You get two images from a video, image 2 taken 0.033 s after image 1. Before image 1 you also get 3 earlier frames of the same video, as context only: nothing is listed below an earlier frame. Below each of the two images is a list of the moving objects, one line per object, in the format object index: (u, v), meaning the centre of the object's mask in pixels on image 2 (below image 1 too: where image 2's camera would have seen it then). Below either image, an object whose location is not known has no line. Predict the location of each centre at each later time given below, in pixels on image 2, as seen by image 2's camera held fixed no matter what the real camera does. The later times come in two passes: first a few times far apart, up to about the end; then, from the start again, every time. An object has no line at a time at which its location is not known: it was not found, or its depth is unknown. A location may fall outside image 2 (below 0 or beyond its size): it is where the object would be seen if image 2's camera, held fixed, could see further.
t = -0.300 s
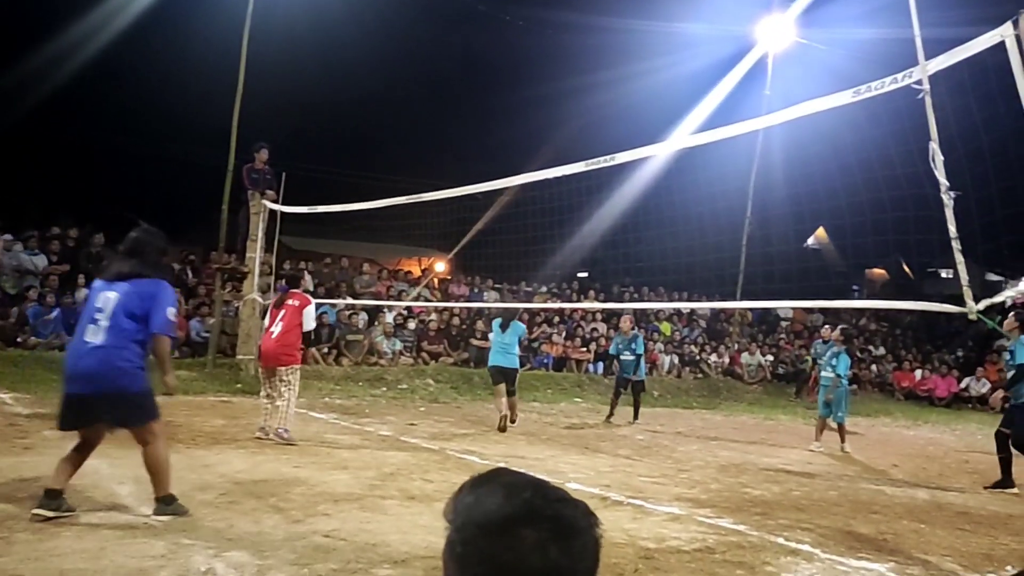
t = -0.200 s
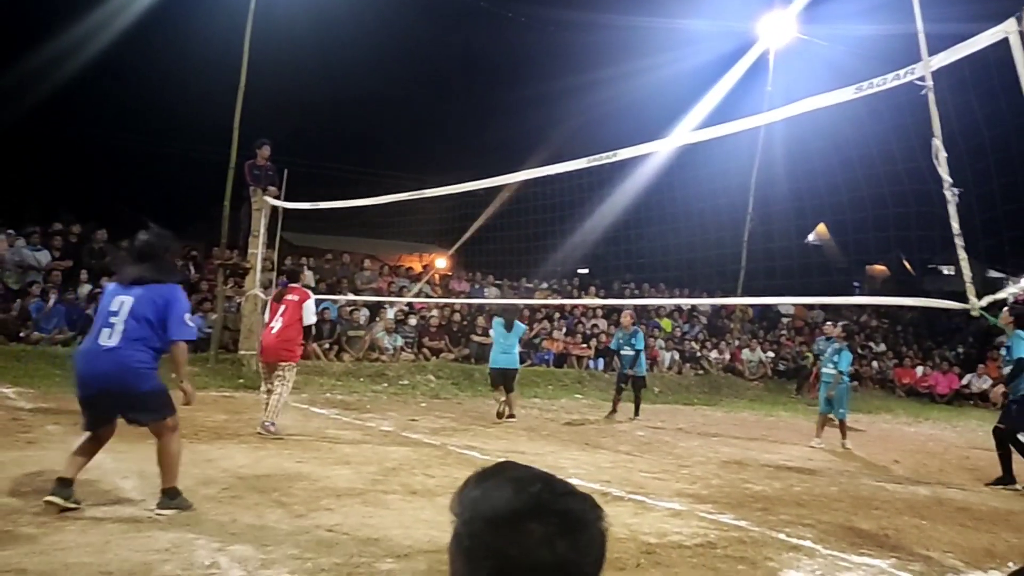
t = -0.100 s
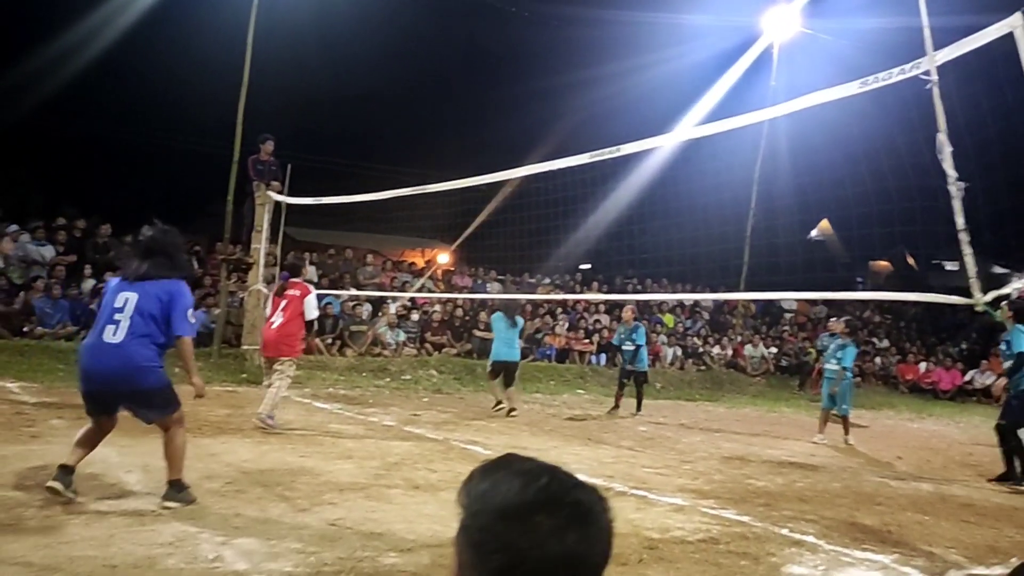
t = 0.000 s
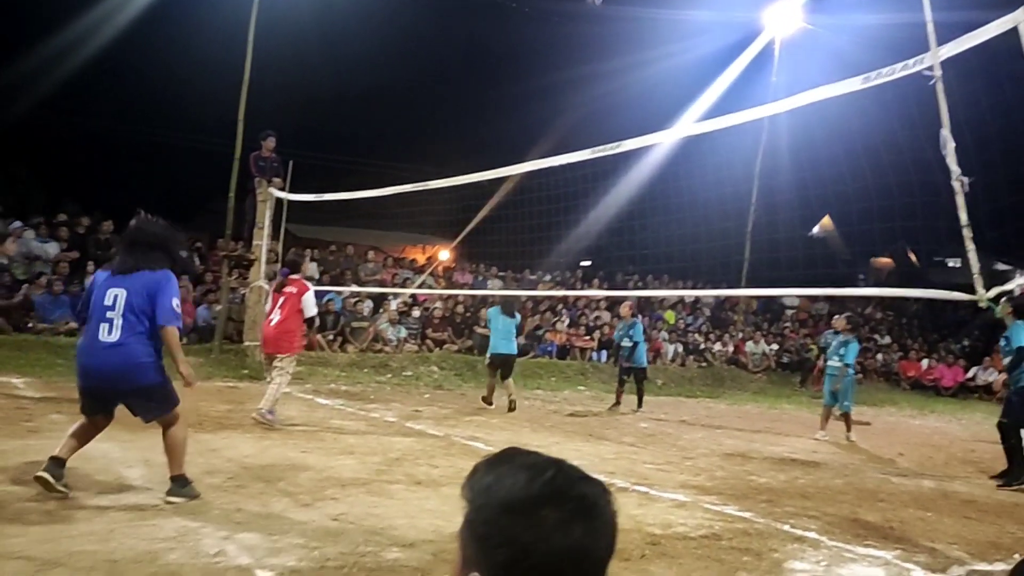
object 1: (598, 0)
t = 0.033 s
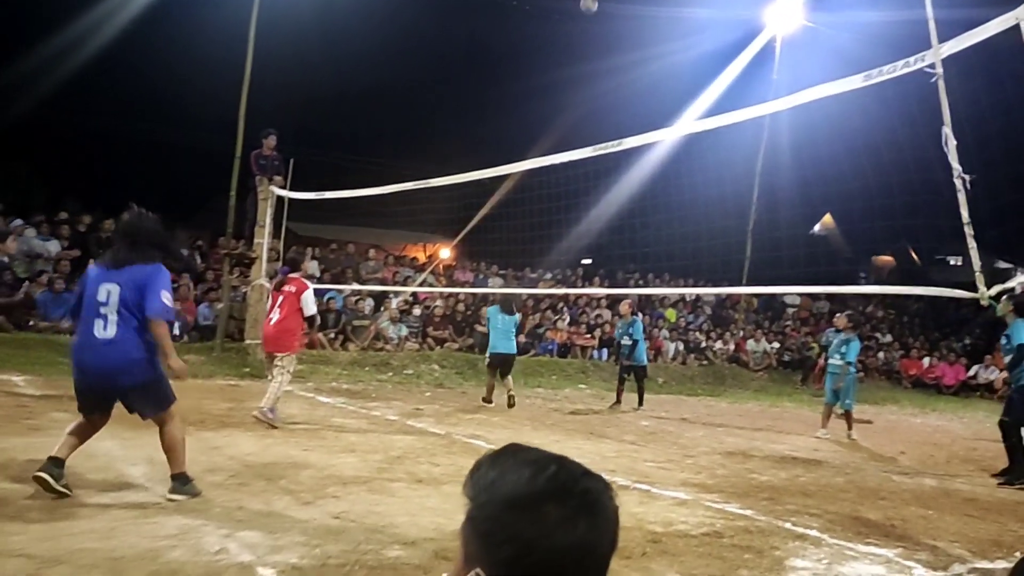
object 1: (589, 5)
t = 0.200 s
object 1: (562, 63)
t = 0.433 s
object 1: (523, 185)
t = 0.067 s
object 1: (584, 13)
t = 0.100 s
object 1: (578, 25)
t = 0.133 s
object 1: (572, 36)
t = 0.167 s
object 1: (567, 48)
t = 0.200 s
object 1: (562, 63)
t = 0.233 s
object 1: (556, 79)
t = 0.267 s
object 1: (551, 94)
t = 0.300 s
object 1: (546, 110)
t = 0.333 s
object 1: (540, 128)
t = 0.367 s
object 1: (534, 147)
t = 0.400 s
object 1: (529, 172)
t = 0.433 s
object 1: (523, 185)
